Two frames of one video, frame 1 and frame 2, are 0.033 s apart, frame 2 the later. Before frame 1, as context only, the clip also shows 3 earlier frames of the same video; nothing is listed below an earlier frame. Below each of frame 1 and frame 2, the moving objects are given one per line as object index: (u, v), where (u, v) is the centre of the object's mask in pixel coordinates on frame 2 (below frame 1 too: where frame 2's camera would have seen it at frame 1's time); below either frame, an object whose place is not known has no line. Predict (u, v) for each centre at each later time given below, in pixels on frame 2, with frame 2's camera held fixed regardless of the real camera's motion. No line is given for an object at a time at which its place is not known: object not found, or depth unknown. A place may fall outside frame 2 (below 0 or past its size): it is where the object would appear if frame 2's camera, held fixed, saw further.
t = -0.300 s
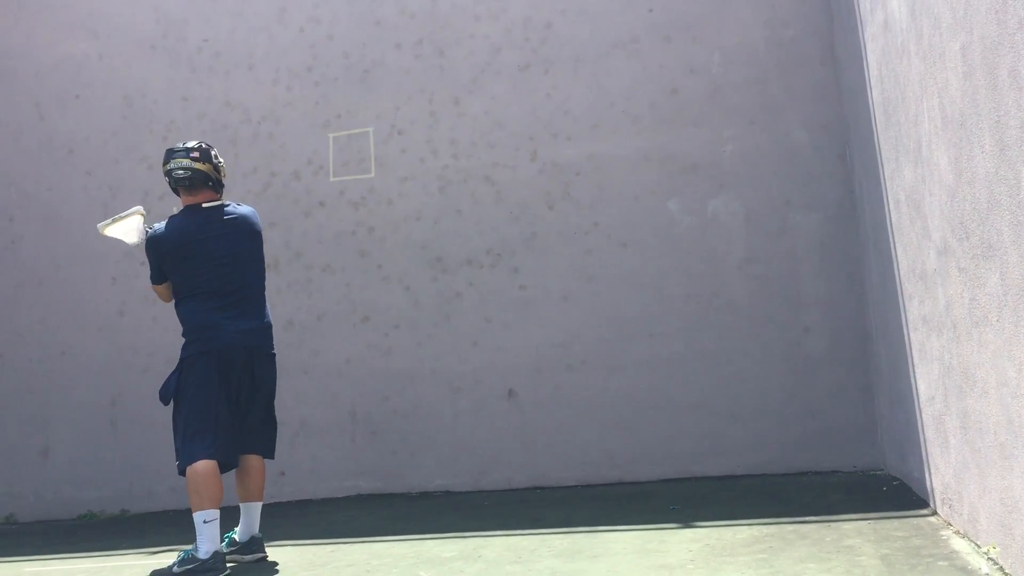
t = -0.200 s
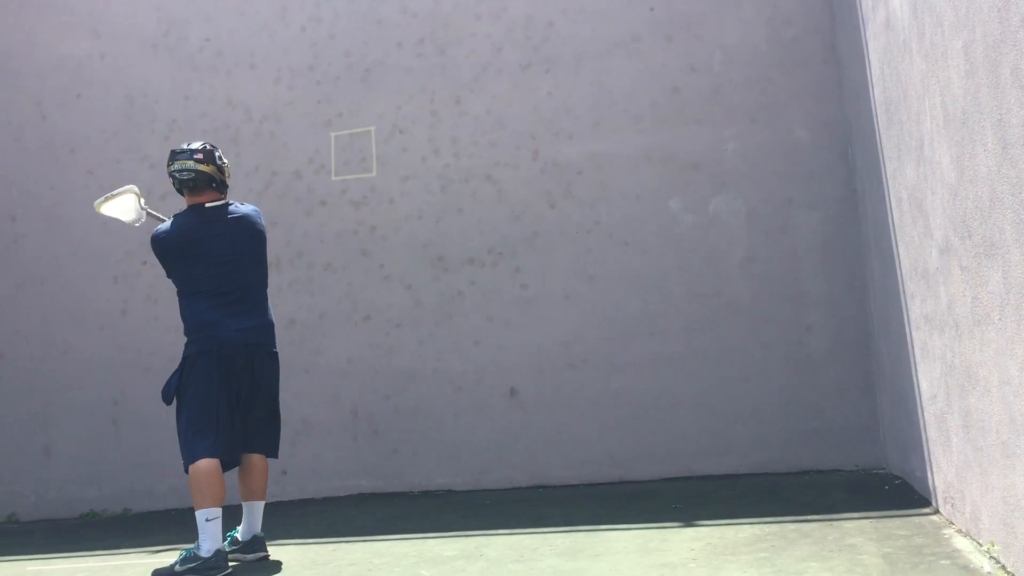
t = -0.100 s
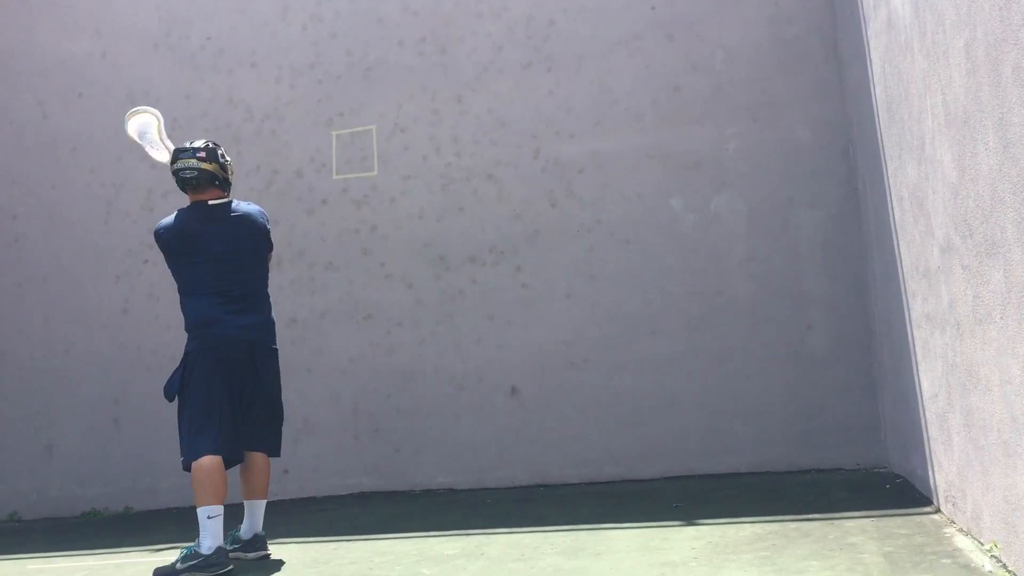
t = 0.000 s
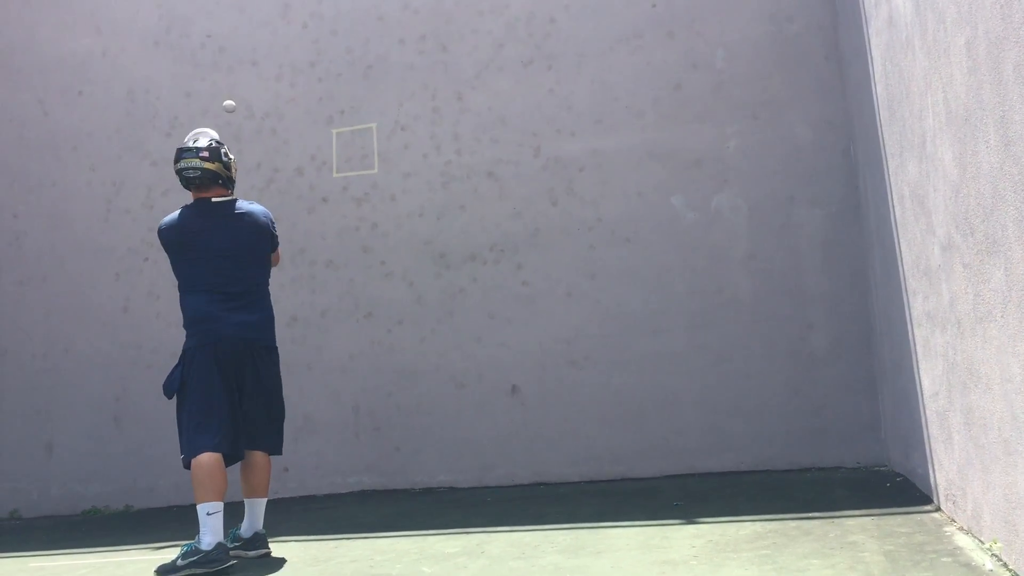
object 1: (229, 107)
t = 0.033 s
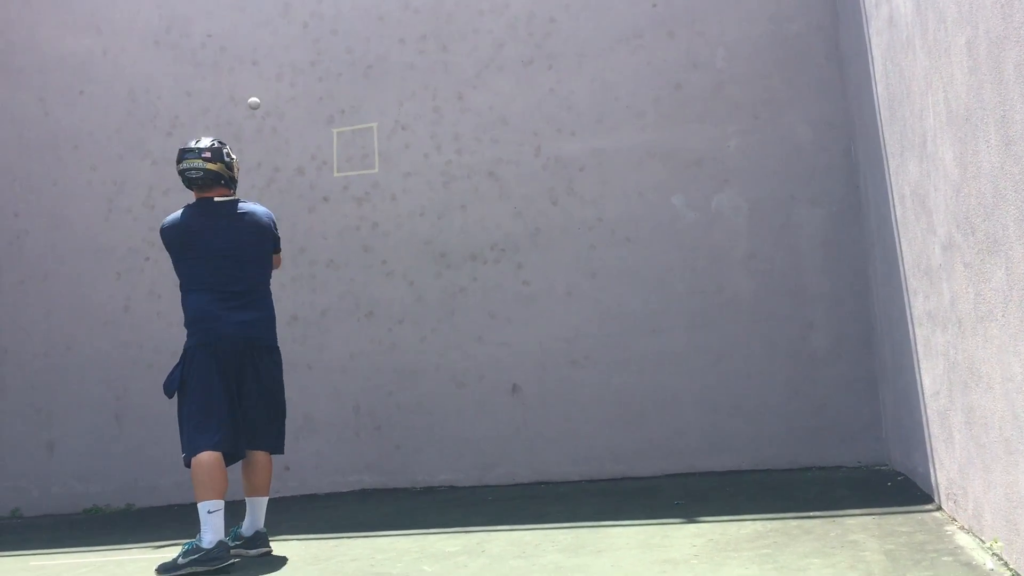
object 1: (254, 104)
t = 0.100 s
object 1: (296, 105)
